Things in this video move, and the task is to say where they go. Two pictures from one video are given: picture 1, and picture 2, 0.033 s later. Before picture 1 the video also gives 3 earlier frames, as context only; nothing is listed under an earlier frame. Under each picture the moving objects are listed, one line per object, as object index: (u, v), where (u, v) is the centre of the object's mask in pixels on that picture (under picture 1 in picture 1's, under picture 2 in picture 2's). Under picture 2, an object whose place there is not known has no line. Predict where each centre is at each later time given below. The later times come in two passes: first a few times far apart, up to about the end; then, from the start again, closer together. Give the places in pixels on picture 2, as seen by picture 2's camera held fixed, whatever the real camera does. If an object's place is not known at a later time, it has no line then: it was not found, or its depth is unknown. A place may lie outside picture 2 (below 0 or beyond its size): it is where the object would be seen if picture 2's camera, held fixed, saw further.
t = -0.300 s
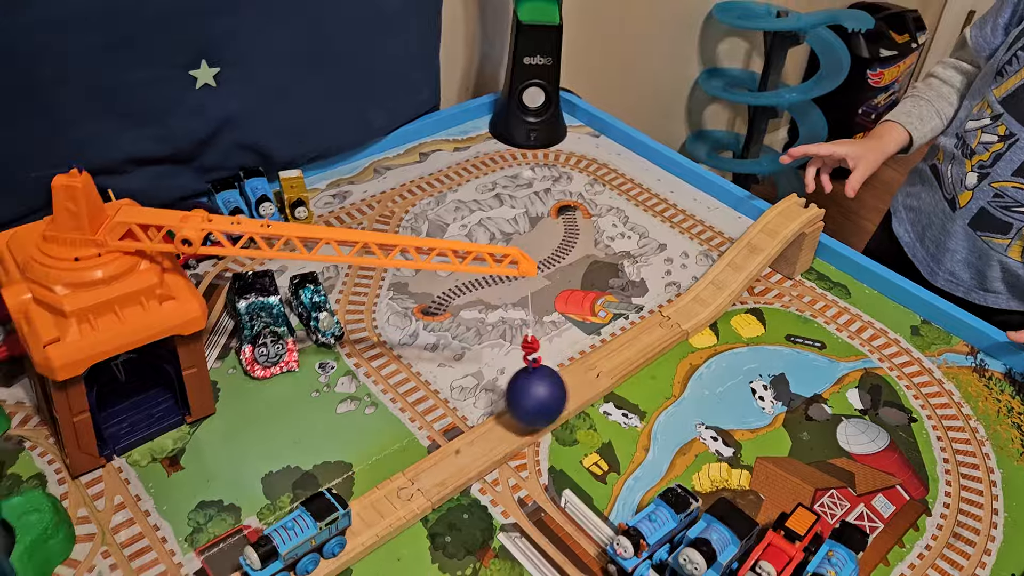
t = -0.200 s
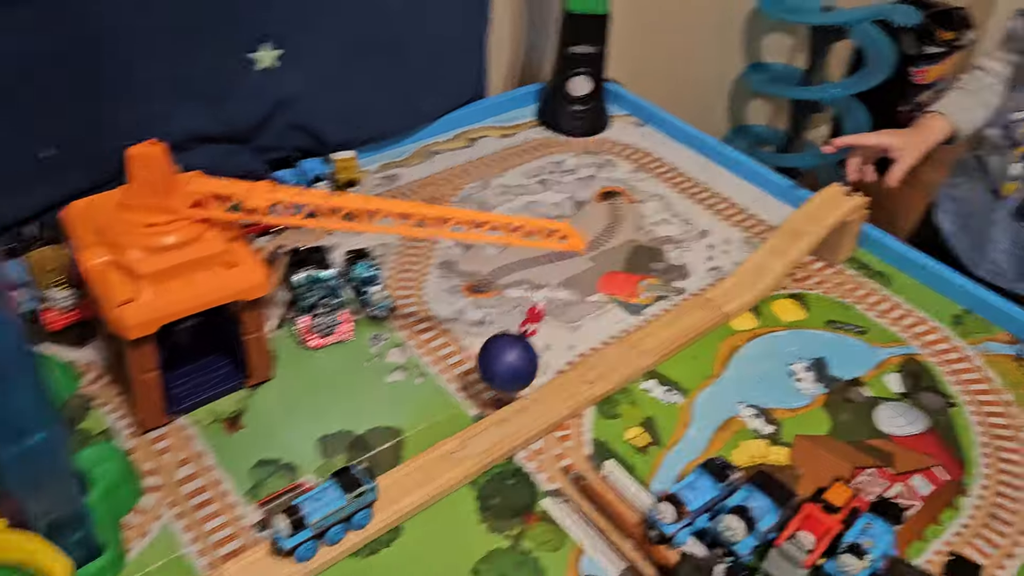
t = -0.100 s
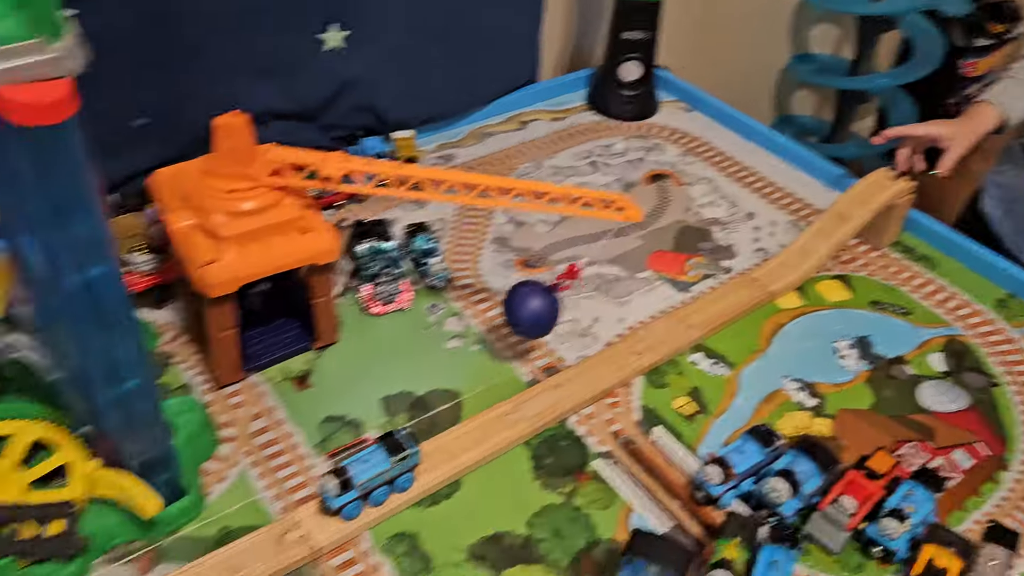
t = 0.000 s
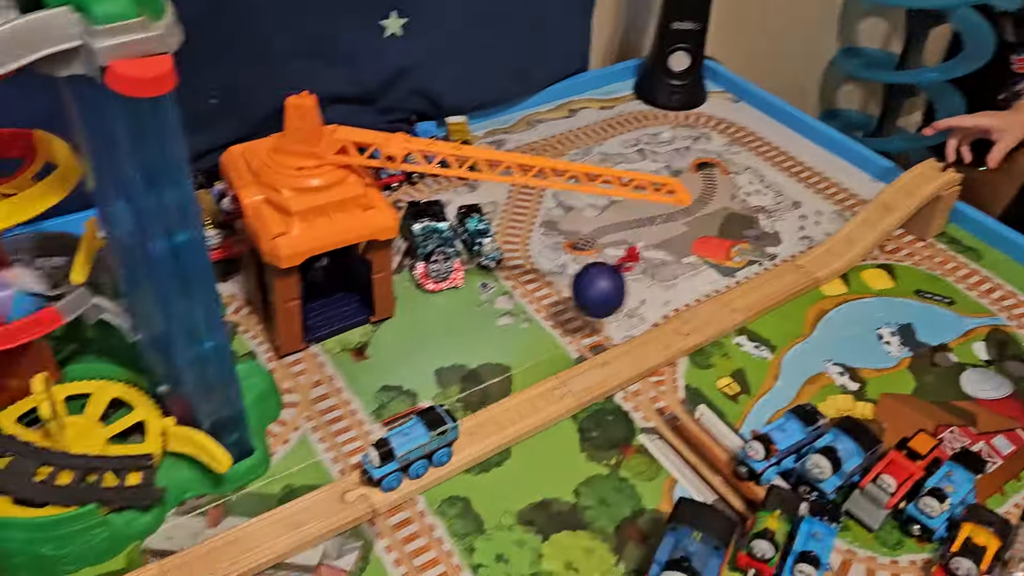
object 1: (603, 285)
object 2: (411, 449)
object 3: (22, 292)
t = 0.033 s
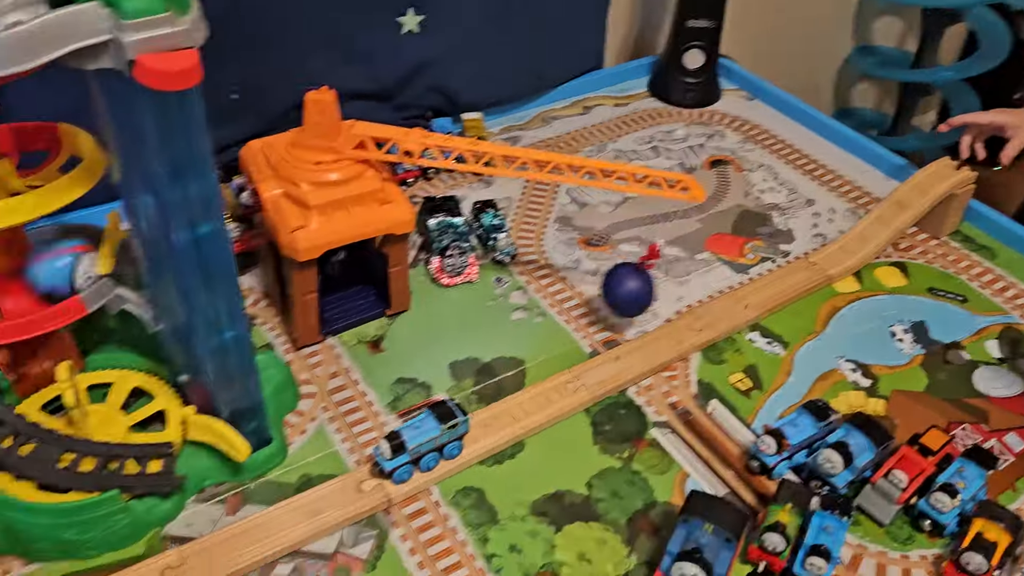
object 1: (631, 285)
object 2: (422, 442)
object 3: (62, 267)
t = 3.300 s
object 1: (736, 312)
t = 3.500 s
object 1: (654, 296)
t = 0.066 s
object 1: (649, 290)
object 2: (419, 443)
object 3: (66, 254)
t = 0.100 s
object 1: (672, 293)
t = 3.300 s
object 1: (736, 312)
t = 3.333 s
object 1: (729, 309)
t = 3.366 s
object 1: (719, 314)
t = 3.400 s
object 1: (705, 314)
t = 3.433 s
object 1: (689, 310)
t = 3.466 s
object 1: (671, 305)
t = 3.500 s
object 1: (654, 296)
